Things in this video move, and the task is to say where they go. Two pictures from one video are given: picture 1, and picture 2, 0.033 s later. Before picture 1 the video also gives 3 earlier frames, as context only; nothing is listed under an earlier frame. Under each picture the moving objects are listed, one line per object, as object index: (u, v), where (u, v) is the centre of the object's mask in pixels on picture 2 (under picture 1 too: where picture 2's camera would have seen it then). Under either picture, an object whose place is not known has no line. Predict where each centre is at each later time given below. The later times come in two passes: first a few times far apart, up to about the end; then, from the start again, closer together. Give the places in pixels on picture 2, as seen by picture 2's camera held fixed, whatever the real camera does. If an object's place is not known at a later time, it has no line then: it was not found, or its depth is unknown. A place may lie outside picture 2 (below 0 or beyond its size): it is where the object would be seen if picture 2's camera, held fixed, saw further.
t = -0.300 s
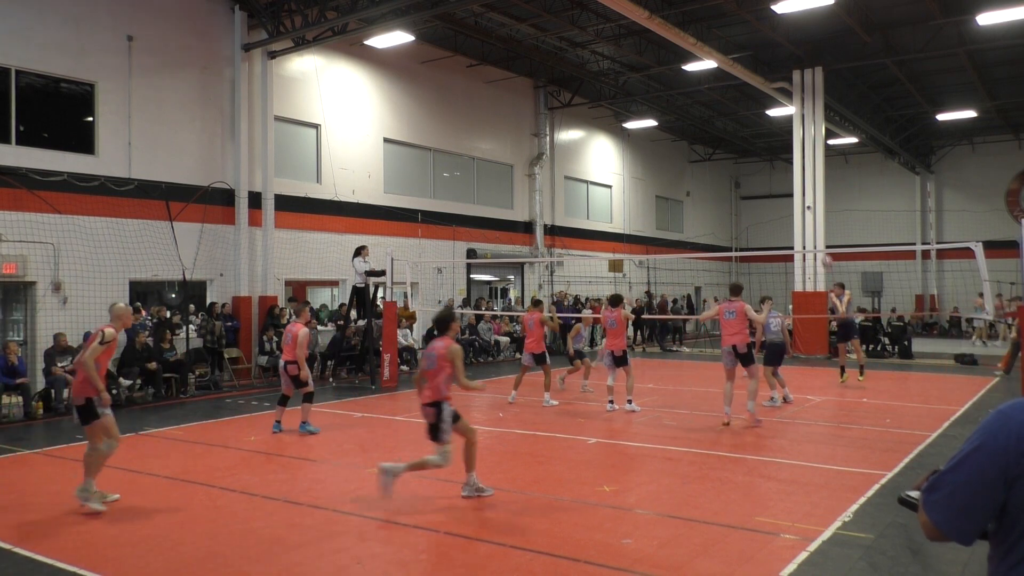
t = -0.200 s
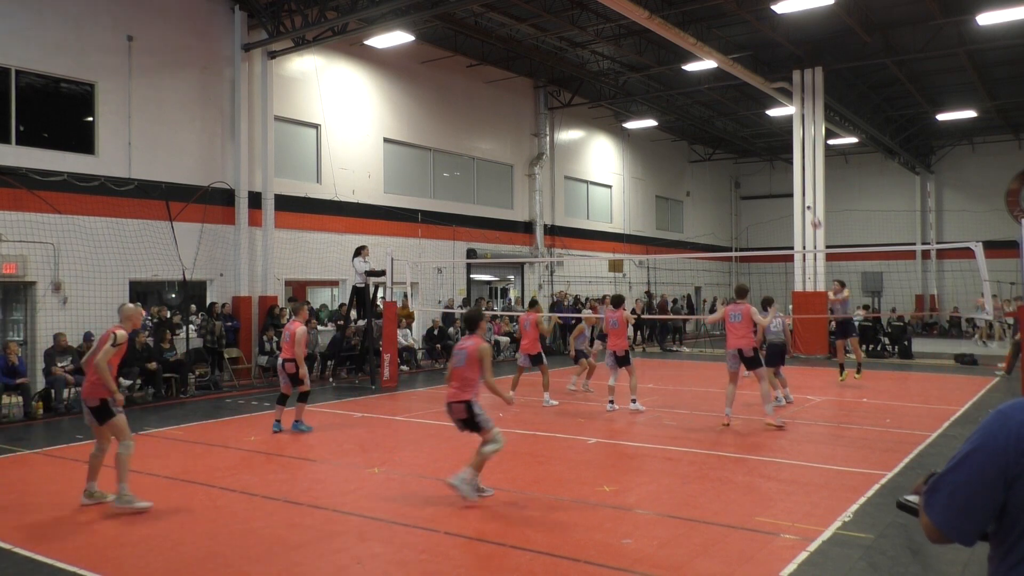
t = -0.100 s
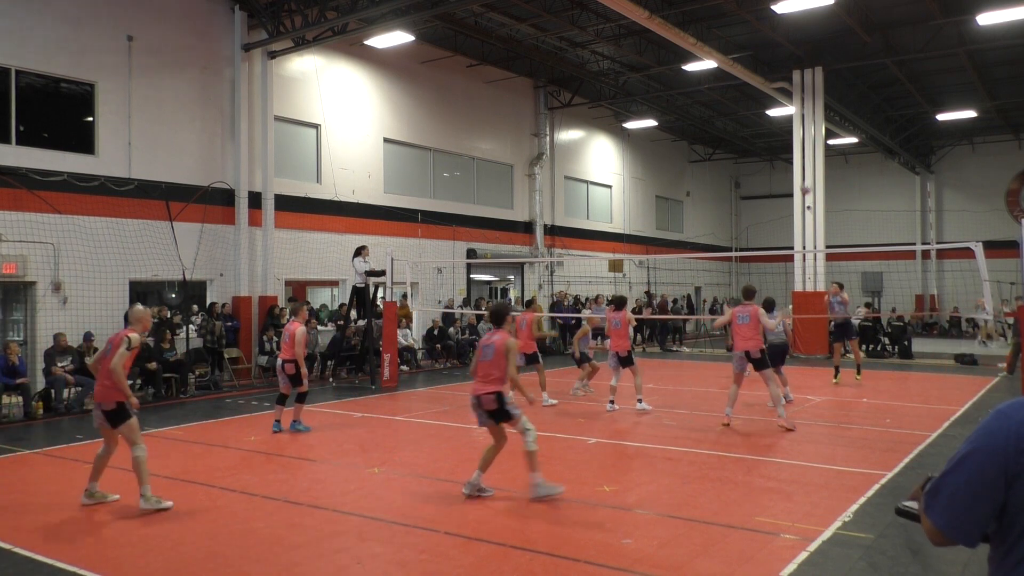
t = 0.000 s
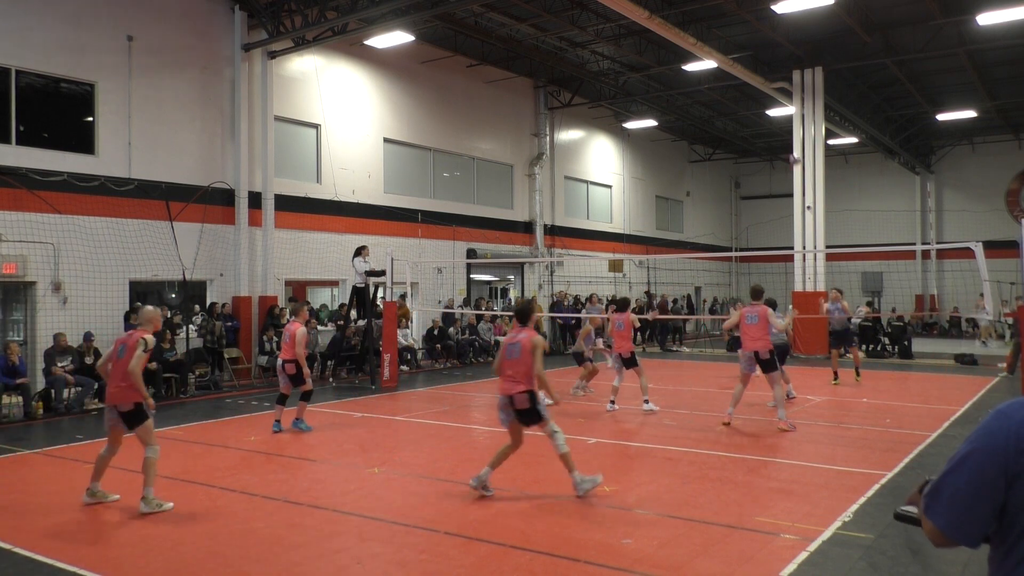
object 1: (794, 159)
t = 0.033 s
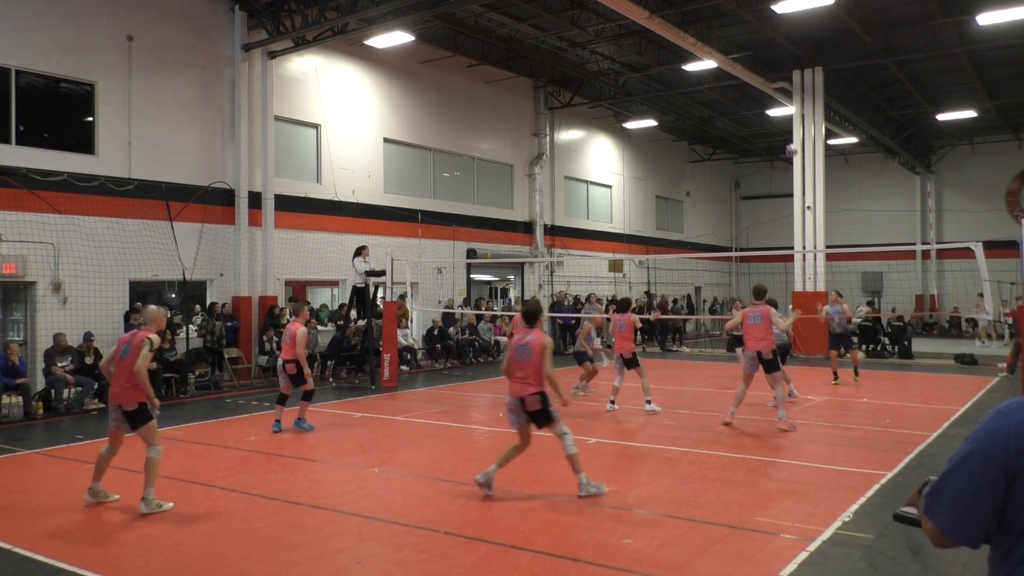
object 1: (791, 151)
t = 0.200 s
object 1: (774, 117)
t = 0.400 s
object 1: (754, 92)
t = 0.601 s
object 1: (733, 91)
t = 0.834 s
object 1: (708, 117)
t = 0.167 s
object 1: (778, 122)
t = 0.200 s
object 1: (774, 117)
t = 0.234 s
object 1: (771, 111)
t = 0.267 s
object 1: (768, 105)
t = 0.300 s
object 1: (765, 102)
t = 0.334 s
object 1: (761, 98)
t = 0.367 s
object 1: (757, 95)
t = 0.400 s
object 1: (754, 92)
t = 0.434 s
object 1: (751, 91)
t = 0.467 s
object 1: (747, 90)
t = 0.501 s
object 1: (744, 89)
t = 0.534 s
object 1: (740, 89)
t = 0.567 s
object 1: (737, 90)
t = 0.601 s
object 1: (733, 91)
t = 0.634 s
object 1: (730, 93)
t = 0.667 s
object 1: (726, 96)
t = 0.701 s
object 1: (722, 99)
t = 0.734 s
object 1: (719, 102)
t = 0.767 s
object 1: (715, 107)
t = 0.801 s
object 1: (712, 112)
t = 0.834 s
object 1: (708, 117)
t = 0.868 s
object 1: (705, 124)
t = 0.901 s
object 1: (701, 130)
